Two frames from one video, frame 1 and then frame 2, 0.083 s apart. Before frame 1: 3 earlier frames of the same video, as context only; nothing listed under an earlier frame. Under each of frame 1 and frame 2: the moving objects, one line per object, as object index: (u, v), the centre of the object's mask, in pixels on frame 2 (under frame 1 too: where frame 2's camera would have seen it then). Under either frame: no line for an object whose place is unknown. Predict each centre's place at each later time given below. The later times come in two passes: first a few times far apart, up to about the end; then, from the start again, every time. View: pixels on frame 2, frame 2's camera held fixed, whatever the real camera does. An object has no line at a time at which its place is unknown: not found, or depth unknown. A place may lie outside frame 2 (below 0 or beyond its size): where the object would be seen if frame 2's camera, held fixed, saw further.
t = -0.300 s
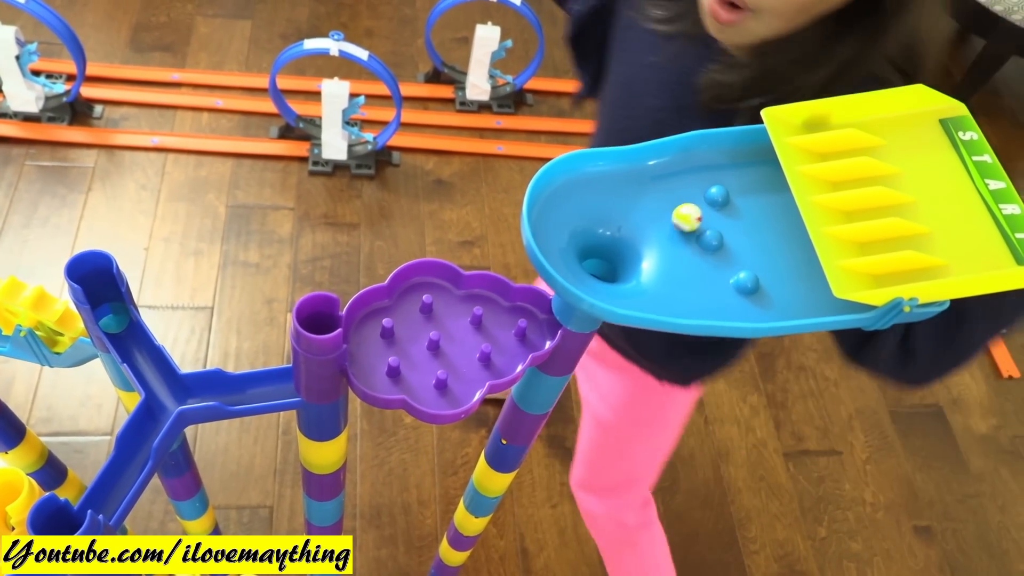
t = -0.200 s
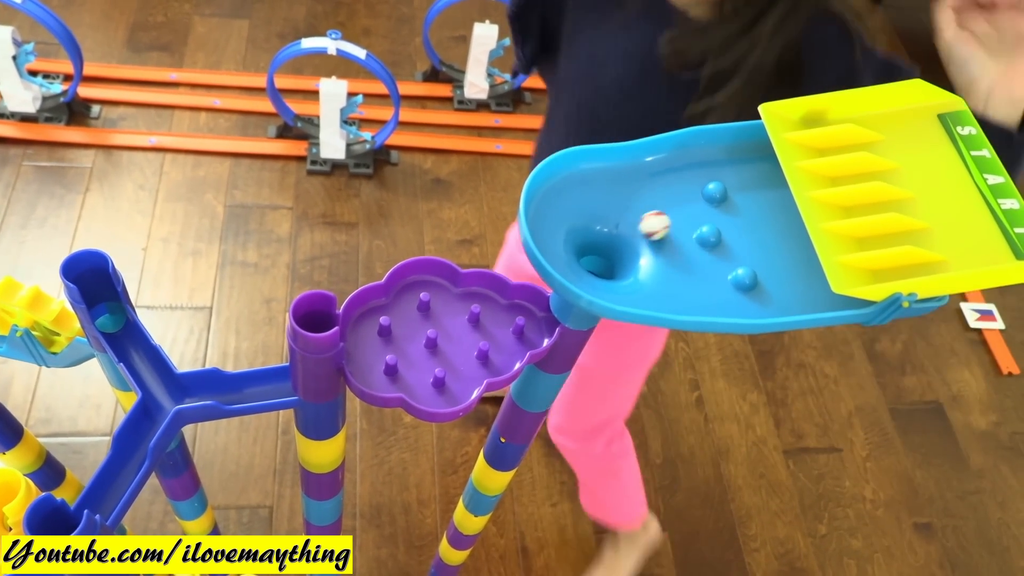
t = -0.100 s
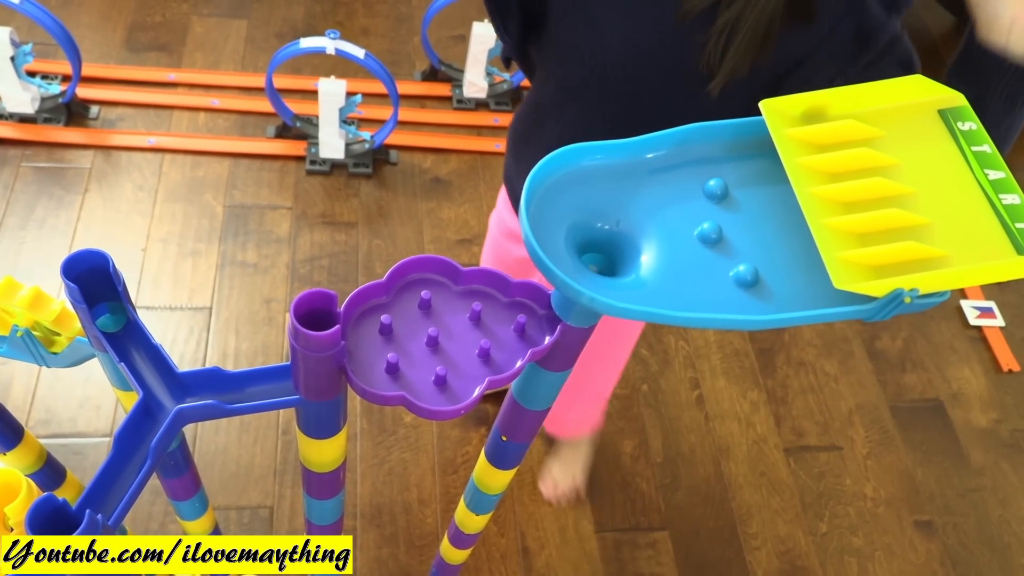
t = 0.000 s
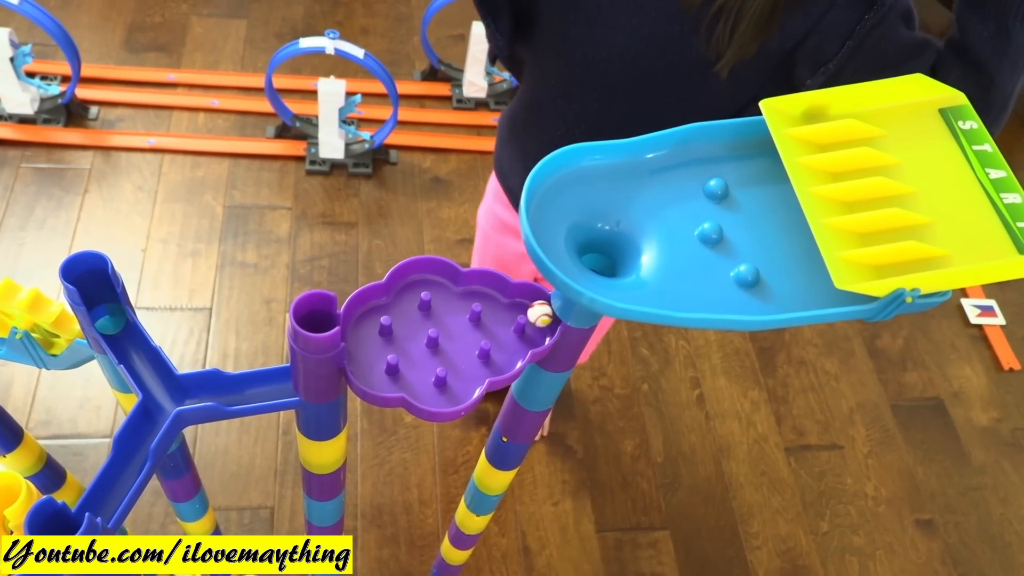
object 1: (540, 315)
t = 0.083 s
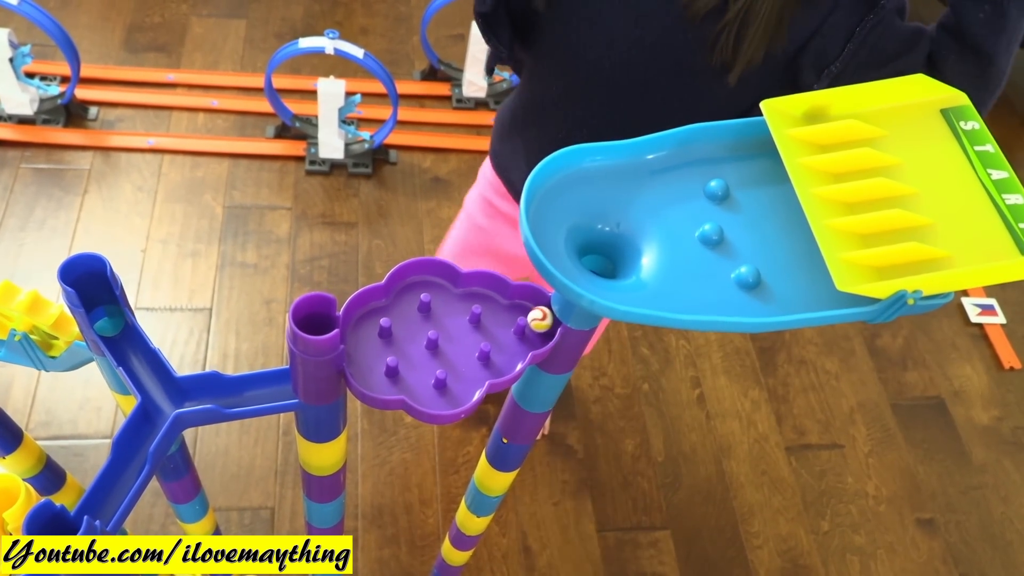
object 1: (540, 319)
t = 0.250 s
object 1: (539, 325)
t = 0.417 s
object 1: (536, 336)
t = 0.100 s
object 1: (539, 321)
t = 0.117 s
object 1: (540, 320)
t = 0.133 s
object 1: (539, 321)
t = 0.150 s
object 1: (539, 322)
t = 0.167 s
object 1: (539, 322)
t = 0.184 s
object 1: (539, 323)
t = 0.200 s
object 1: (539, 324)
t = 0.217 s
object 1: (539, 324)
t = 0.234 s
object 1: (539, 325)
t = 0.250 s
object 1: (539, 325)
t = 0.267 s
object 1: (540, 326)
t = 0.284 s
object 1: (540, 327)
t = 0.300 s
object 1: (540, 328)
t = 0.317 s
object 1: (540, 329)
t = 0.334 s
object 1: (539, 329)
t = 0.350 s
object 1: (539, 331)
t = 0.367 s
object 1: (539, 332)
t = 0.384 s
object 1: (538, 333)
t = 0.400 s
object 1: (537, 334)
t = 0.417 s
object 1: (536, 336)
